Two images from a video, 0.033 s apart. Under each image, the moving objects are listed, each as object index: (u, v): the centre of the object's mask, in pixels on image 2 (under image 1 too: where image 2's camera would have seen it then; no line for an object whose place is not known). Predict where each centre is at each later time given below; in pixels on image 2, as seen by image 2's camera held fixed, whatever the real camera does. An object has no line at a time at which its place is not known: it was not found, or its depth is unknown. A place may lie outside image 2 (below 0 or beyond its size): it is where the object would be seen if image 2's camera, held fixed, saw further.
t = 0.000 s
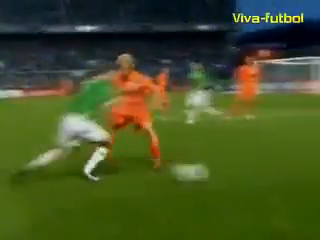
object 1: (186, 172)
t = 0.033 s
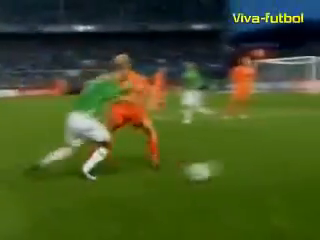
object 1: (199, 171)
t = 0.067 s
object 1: (213, 169)
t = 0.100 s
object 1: (229, 168)
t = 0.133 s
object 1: (244, 169)
